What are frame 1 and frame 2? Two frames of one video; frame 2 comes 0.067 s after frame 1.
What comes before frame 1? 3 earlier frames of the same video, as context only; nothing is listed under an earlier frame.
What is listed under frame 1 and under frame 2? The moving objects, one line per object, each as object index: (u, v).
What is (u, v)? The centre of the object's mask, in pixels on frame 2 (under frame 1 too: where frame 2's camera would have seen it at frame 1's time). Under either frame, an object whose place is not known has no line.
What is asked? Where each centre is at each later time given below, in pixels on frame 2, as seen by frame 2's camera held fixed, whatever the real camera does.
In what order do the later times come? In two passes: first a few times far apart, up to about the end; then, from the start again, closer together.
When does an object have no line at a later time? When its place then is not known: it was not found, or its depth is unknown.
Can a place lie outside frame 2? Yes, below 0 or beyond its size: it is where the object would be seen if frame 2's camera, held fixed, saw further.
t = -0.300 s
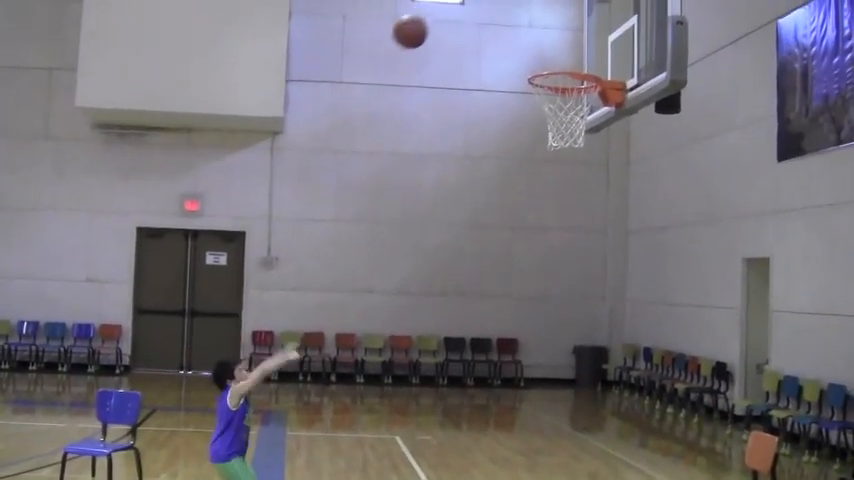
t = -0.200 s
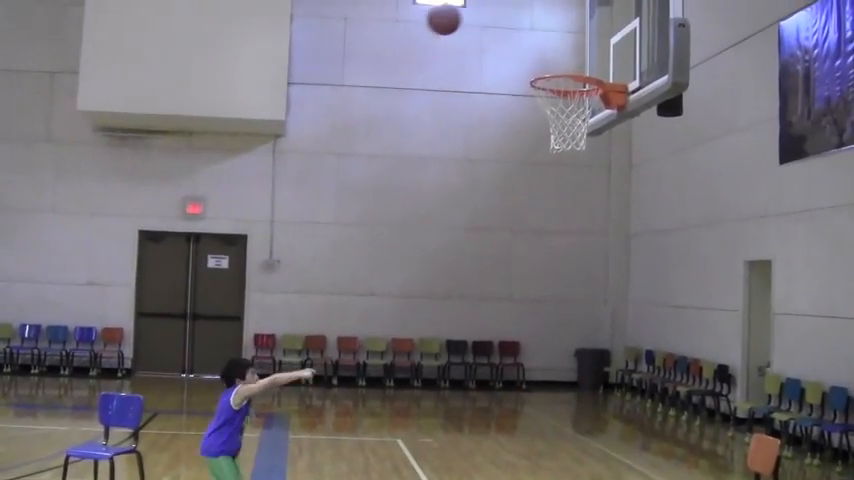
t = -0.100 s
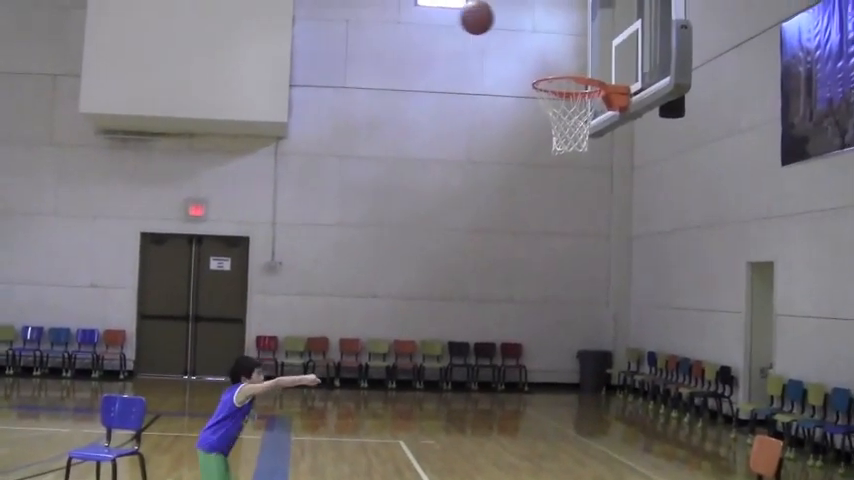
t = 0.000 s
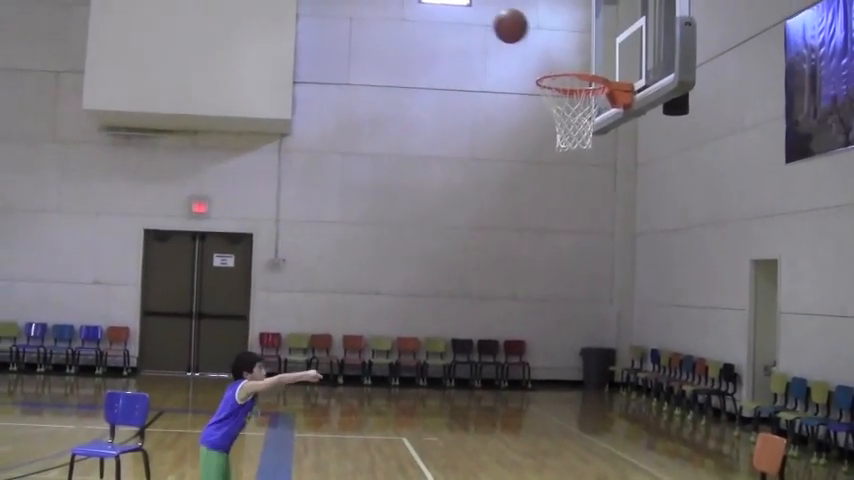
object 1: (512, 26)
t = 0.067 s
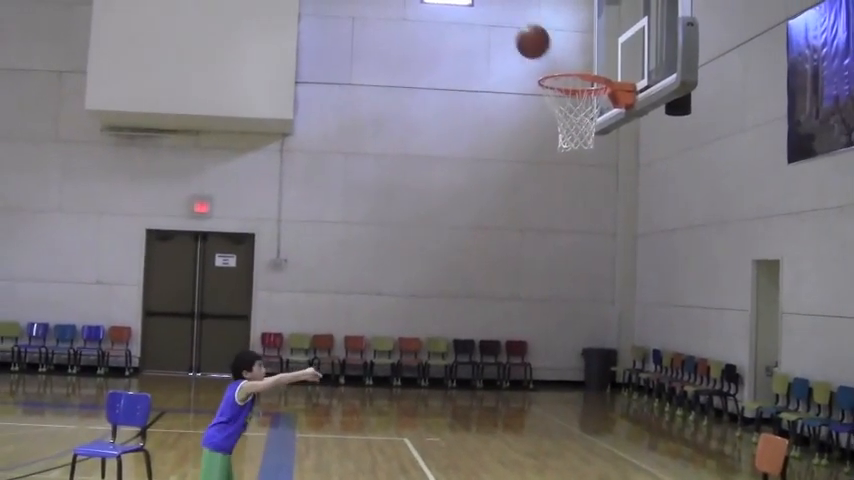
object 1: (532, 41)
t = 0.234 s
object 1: (581, 109)
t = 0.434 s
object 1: (613, 199)
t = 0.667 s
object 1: (642, 370)
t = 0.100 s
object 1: (542, 52)
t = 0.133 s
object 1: (551, 62)
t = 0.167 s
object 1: (562, 78)
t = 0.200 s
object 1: (571, 93)
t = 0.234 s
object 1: (581, 109)
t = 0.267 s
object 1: (587, 124)
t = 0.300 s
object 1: (595, 138)
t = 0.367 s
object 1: (606, 165)
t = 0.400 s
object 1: (609, 181)
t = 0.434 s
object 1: (613, 199)
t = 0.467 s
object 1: (617, 218)
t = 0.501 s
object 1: (622, 239)
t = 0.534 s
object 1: (626, 261)
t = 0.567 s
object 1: (631, 286)
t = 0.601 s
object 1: (636, 313)
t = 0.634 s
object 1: (640, 339)
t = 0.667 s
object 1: (642, 370)
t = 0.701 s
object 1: (645, 398)
